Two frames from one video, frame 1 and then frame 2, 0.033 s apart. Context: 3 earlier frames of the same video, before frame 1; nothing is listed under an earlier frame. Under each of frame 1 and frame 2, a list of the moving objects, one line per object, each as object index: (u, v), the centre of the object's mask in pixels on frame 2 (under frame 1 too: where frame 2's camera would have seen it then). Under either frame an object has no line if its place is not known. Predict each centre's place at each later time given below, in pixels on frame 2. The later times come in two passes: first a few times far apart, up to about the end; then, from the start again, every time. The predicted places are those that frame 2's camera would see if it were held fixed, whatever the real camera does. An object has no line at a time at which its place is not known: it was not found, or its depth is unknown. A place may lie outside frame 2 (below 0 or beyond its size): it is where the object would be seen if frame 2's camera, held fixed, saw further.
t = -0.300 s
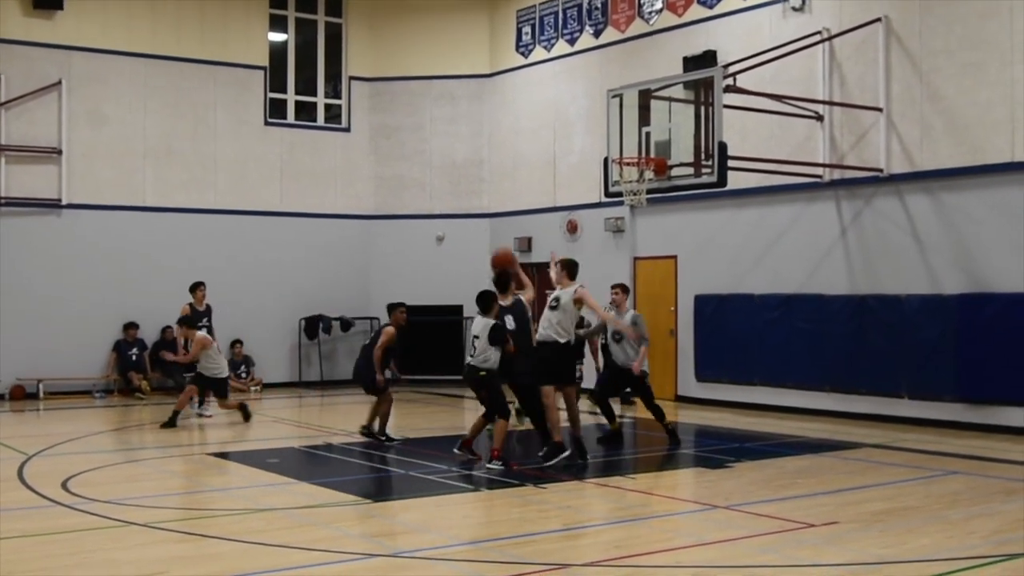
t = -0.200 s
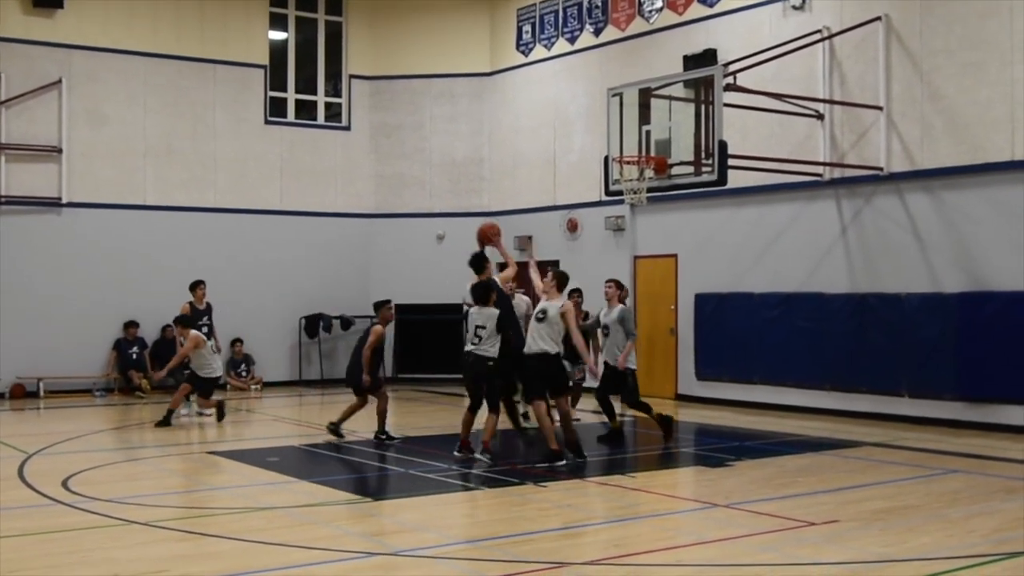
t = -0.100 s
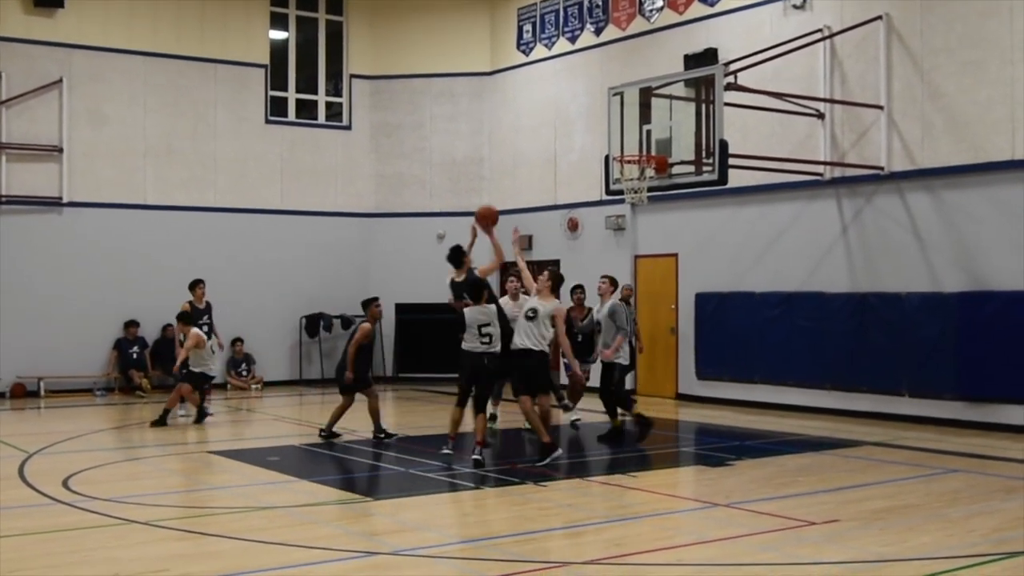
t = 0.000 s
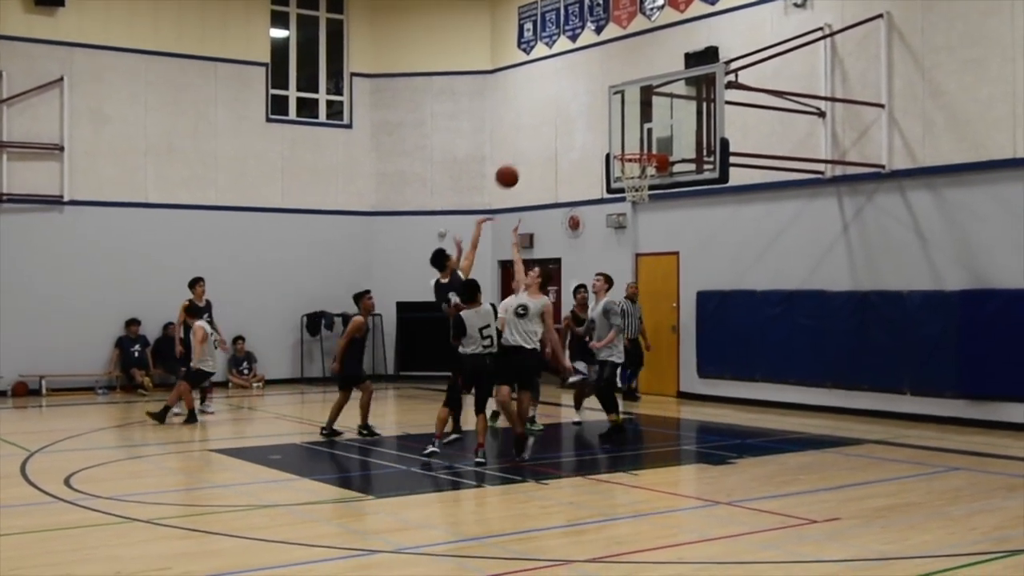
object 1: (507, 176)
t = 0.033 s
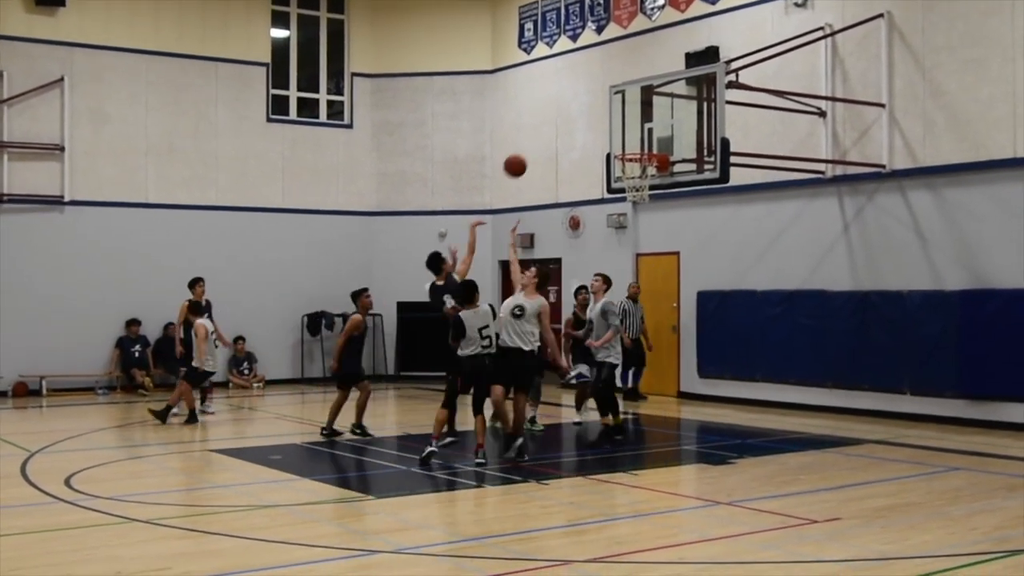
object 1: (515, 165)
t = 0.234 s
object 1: (558, 124)
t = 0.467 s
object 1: (606, 125)
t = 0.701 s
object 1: (649, 168)
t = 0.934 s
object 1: (653, 195)
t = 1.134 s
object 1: (649, 239)
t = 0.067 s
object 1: (522, 156)
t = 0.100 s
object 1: (528, 147)
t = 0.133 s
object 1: (536, 140)
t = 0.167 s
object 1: (544, 134)
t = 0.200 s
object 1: (551, 128)
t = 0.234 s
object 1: (558, 124)
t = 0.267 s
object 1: (565, 121)
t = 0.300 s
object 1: (572, 119)
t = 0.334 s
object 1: (579, 118)
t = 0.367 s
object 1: (586, 119)
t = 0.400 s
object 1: (592, 120)
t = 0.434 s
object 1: (599, 122)
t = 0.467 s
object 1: (606, 125)
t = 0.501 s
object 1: (612, 129)
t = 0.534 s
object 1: (619, 134)
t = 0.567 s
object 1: (625, 140)
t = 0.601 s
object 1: (633, 146)
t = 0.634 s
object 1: (636, 153)
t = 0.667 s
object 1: (643, 165)
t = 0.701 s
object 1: (649, 168)
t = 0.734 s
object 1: (652, 172)
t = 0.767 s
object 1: (653, 174)
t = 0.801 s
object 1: (653, 173)
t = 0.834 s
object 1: (654, 178)
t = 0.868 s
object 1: (654, 177)
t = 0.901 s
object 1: (653, 183)
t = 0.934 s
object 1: (653, 195)
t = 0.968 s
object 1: (652, 199)
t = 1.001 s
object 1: (651, 203)
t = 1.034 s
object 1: (651, 210)
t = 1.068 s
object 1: (650, 219)
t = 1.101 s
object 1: (649, 229)
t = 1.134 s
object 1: (649, 239)
